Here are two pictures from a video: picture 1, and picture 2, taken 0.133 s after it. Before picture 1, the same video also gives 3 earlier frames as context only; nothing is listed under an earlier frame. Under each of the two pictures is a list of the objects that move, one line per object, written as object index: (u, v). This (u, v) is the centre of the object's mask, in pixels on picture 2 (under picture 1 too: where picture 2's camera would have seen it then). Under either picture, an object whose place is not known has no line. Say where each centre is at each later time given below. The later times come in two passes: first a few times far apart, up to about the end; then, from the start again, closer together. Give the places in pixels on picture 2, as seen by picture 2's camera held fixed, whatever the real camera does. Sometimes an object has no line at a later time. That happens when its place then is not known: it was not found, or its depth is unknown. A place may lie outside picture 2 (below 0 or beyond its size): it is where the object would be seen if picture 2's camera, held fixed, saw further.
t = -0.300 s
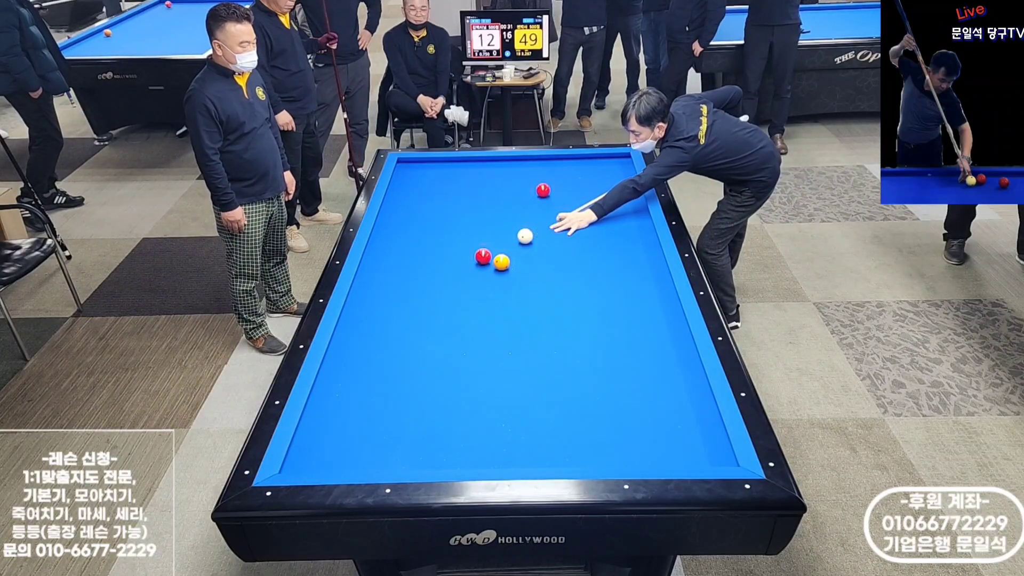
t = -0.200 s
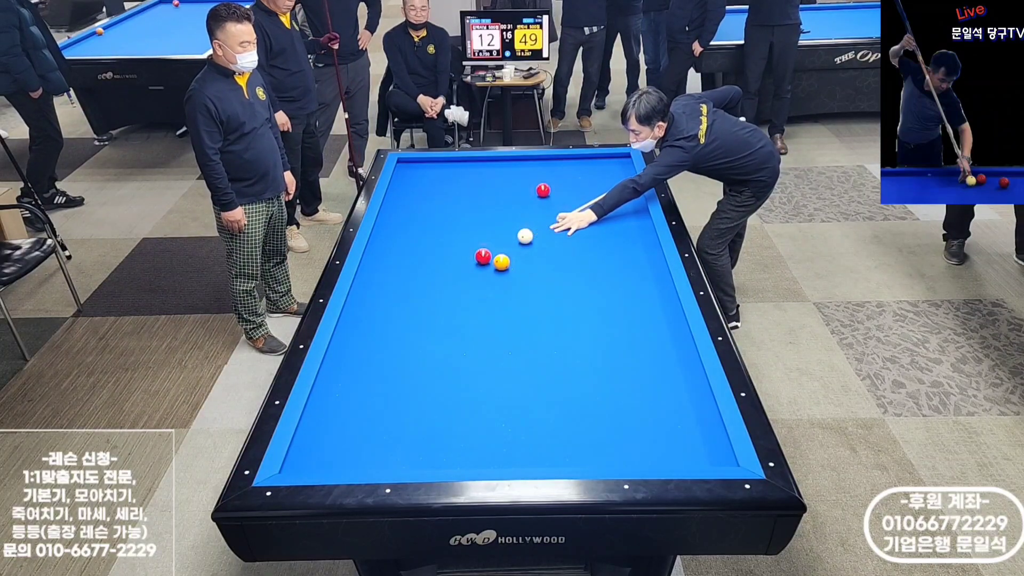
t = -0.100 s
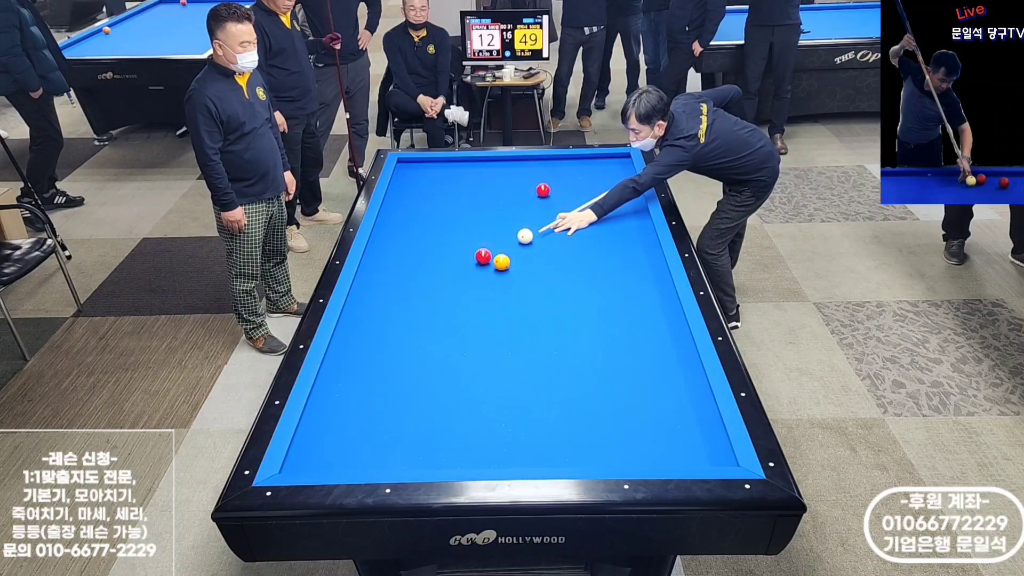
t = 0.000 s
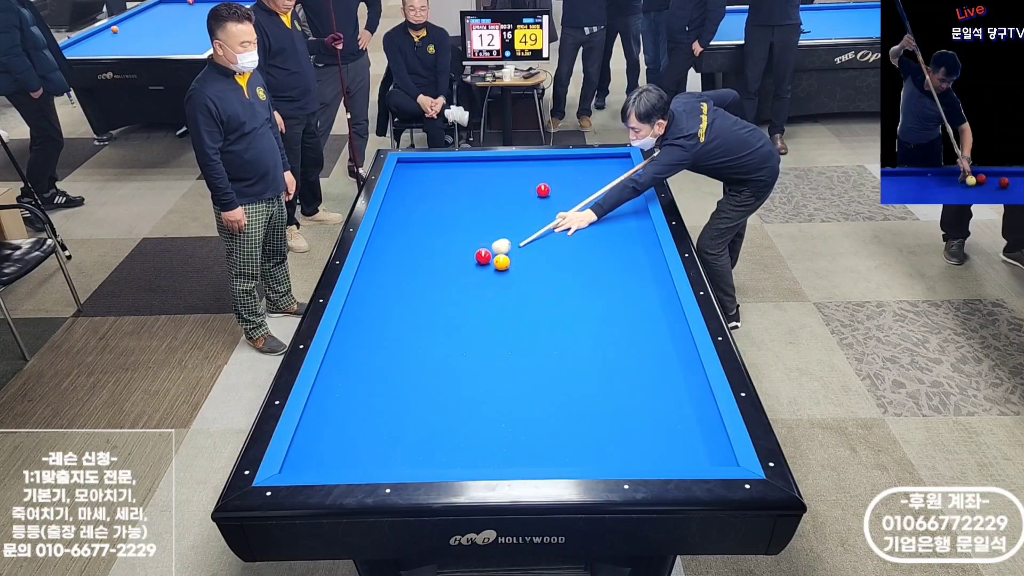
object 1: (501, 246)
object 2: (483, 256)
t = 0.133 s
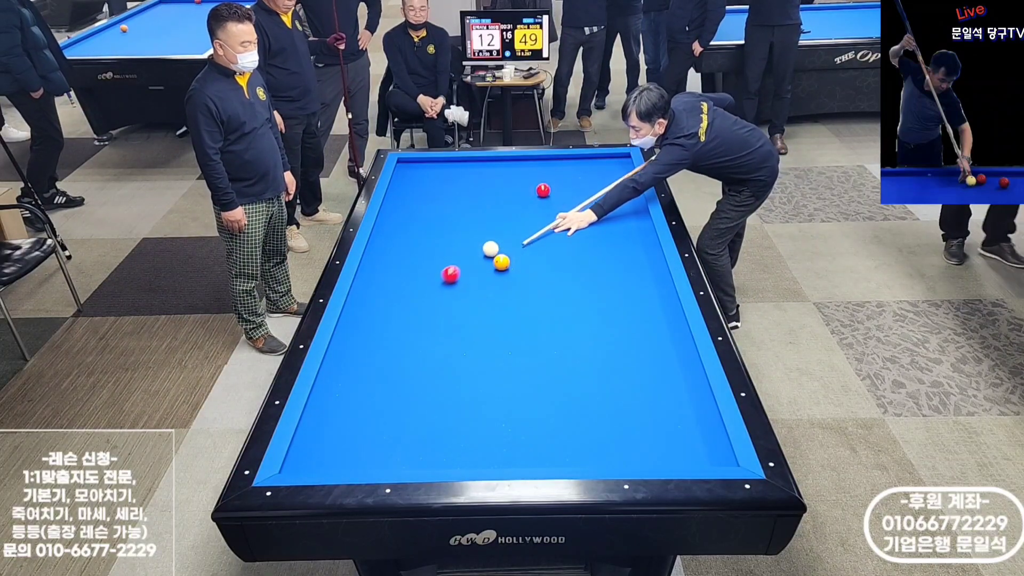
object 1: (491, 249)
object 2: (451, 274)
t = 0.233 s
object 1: (491, 246)
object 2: (421, 291)
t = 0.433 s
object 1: (499, 239)
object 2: (365, 322)
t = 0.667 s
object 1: (508, 231)
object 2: (362, 356)
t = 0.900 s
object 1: (517, 224)
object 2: (384, 391)
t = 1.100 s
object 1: (524, 218)
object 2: (403, 424)
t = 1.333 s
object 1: (532, 212)
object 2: (431, 460)
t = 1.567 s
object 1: (539, 206)
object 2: (467, 432)
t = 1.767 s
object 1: (545, 201)
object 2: (495, 412)
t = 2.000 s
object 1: (552, 195)
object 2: (525, 391)
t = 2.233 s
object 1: (558, 190)
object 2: (553, 372)
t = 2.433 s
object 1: (564, 187)
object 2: (574, 356)
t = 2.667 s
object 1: (571, 182)
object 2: (598, 339)
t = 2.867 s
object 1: (576, 179)
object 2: (617, 326)
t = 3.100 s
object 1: (582, 176)
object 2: (637, 312)
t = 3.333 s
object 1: (587, 172)
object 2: (656, 299)
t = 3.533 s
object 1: (592, 169)
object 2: (663, 289)
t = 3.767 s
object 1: (596, 166)
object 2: (648, 280)
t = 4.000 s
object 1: (600, 164)
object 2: (634, 271)
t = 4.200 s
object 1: (604, 161)
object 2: (623, 263)
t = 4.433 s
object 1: (608, 159)
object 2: (610, 256)
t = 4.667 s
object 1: (611, 157)
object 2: (599, 248)
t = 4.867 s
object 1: (614, 156)
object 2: (590, 243)
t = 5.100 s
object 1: (616, 157)
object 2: (579, 236)
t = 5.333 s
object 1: (619, 157)
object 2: (569, 231)
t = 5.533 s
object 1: (621, 158)
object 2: (562, 226)
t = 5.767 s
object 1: (623, 159)
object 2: (553, 221)
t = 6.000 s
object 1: (624, 159)
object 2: (545, 216)
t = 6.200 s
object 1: (625, 159)
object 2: (539, 212)
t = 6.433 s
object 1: (625, 159)
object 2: (531, 208)
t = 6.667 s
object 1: (625, 160)
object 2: (524, 204)
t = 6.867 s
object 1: (625, 160)
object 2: (519, 200)
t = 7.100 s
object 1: (625, 160)
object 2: (512, 197)
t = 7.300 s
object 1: (625, 160)
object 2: (507, 194)
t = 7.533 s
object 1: (625, 160)
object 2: (502, 191)
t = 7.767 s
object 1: (625, 160)
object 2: (497, 188)
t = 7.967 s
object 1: (625, 160)
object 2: (493, 186)
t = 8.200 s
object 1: (625, 160)
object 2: (488, 183)
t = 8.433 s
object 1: (625, 160)
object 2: (484, 181)
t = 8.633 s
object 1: (625, 160)
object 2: (480, 179)
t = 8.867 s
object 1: (625, 160)
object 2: (476, 177)
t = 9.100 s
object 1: (625, 160)
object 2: (473, 176)
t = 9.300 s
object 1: (625, 160)
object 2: (470, 174)
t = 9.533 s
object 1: (625, 160)
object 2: (467, 173)
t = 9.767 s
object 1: (625, 160)
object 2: (465, 172)
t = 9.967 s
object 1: (625, 160)
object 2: (462, 171)
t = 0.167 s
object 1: (490, 248)
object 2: (441, 280)
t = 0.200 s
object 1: (491, 247)
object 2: (431, 285)
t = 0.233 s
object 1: (491, 246)
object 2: (421, 291)
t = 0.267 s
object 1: (492, 245)
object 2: (412, 296)
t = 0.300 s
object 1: (493, 244)
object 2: (402, 301)
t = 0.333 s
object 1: (495, 243)
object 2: (393, 306)
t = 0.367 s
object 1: (496, 242)
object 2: (383, 312)
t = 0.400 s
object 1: (498, 240)
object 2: (374, 317)
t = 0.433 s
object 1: (499, 239)
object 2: (365, 322)
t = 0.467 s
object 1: (500, 238)
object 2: (355, 327)
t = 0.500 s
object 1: (502, 237)
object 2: (345, 333)
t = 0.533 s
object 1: (503, 236)
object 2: (343, 338)
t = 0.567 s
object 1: (504, 235)
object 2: (349, 342)
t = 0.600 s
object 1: (506, 234)
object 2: (353, 347)
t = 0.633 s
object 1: (507, 232)
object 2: (358, 351)
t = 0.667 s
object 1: (508, 231)
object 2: (362, 356)
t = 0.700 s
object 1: (510, 230)
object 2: (365, 360)
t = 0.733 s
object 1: (511, 229)
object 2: (368, 365)
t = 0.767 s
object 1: (512, 228)
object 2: (371, 370)
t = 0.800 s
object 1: (513, 227)
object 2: (374, 375)
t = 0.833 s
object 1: (515, 226)
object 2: (377, 380)
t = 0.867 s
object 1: (516, 225)
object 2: (380, 385)
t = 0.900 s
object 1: (517, 224)
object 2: (384, 391)
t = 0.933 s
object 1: (518, 223)
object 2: (387, 396)
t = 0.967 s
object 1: (520, 222)
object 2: (390, 401)
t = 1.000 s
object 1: (521, 221)
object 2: (393, 407)
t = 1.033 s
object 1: (522, 220)
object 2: (396, 412)
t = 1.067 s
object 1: (523, 219)
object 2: (400, 418)
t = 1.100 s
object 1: (524, 218)
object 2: (403, 424)
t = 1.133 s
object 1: (525, 217)
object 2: (407, 430)
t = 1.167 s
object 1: (526, 216)
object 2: (410, 436)
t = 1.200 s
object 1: (528, 215)
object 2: (414, 442)
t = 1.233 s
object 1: (529, 214)
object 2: (418, 448)
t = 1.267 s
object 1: (530, 213)
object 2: (422, 455)
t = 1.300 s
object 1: (531, 212)
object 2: (425, 460)
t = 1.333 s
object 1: (532, 212)
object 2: (431, 460)
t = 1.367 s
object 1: (533, 211)
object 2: (436, 457)
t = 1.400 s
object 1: (534, 210)
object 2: (442, 452)
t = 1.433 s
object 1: (535, 209)
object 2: (447, 447)
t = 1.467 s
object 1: (536, 208)
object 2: (452, 443)
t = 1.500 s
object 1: (537, 207)
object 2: (457, 440)
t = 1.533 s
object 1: (538, 206)
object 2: (462, 436)
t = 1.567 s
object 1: (539, 206)
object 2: (467, 432)
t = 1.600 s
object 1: (540, 205)
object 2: (472, 429)
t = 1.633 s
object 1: (541, 204)
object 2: (477, 426)
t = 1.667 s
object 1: (542, 203)
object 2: (482, 422)
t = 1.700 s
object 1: (543, 202)
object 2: (486, 419)
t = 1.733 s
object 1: (544, 201)
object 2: (491, 415)
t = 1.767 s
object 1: (545, 201)
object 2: (495, 412)
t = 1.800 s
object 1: (546, 200)
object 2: (500, 409)
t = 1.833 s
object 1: (547, 199)
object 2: (504, 406)
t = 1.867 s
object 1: (548, 198)
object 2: (508, 403)
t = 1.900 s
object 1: (549, 197)
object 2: (513, 400)
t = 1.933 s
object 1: (550, 197)
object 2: (517, 397)
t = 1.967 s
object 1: (551, 196)
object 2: (521, 394)
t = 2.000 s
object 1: (552, 195)
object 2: (525, 391)
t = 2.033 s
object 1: (553, 195)
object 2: (530, 388)
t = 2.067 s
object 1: (553, 194)
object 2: (533, 385)
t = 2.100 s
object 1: (554, 193)
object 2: (537, 382)
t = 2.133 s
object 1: (555, 192)
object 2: (541, 379)
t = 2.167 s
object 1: (556, 192)
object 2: (545, 377)
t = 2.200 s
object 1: (557, 191)
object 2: (549, 374)
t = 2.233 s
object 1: (558, 190)
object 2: (553, 372)
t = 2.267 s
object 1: (559, 190)
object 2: (557, 369)
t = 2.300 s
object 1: (560, 189)
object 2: (560, 366)
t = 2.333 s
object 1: (561, 188)
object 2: (564, 364)
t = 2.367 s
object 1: (562, 188)
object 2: (567, 361)
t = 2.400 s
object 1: (563, 187)
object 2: (571, 358)
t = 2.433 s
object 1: (564, 187)
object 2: (574, 356)
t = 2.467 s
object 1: (565, 186)
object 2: (578, 354)
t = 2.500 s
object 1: (566, 185)
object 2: (581, 351)
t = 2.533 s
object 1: (567, 185)
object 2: (585, 349)
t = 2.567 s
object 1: (568, 184)
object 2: (588, 347)
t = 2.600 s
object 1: (569, 184)
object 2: (591, 344)
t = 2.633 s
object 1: (570, 183)
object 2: (595, 342)
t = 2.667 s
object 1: (571, 182)
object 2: (598, 339)
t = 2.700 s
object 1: (572, 182)
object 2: (601, 337)
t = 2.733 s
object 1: (573, 181)
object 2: (604, 335)
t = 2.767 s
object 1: (574, 181)
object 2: (607, 333)
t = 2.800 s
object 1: (574, 180)
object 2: (610, 331)
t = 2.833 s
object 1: (575, 180)
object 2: (614, 329)
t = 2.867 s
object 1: (576, 179)
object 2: (617, 326)
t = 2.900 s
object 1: (577, 179)
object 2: (620, 324)
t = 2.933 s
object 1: (578, 178)
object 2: (623, 322)
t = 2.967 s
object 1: (579, 178)
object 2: (626, 320)
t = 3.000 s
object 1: (580, 177)
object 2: (629, 318)
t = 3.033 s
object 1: (580, 177)
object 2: (631, 316)
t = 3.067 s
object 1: (581, 176)
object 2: (634, 314)
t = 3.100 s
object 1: (582, 176)
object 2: (637, 312)
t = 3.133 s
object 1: (583, 175)
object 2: (640, 310)
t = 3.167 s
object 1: (584, 175)
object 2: (643, 308)
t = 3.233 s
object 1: (585, 174)
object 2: (648, 305)
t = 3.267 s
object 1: (586, 173)
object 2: (651, 303)
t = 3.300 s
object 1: (587, 173)
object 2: (654, 301)
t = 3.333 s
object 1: (587, 172)
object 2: (656, 299)
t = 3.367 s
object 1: (588, 172)
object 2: (659, 297)
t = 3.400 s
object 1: (589, 171)
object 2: (662, 296)
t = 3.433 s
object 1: (589, 171)
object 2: (664, 294)
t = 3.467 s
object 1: (590, 170)
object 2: (667, 292)
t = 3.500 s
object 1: (591, 170)
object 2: (666, 291)
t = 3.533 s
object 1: (592, 169)
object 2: (663, 289)
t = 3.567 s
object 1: (592, 169)
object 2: (661, 288)
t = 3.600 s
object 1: (593, 169)
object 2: (659, 286)
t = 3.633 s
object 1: (594, 168)
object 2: (657, 285)
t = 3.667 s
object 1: (594, 168)
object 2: (655, 284)
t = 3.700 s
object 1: (595, 167)
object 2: (652, 282)
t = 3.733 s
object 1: (595, 167)
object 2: (650, 281)
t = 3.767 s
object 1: (596, 166)
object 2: (648, 280)
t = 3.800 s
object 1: (597, 166)
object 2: (646, 278)
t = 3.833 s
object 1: (597, 166)
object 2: (644, 277)
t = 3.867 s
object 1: (598, 165)
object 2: (642, 276)
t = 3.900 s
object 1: (599, 165)
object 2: (640, 274)
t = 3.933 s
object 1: (599, 164)
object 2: (638, 273)
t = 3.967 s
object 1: (600, 164)
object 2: (636, 272)
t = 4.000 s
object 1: (600, 164)
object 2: (634, 271)
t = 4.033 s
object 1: (601, 163)
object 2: (632, 269)
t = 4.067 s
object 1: (601, 163)
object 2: (630, 268)
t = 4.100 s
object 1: (602, 163)
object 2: (628, 267)
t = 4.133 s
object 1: (603, 162)
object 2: (626, 266)
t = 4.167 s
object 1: (603, 162)
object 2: (625, 265)
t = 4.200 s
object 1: (604, 161)
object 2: (623, 263)
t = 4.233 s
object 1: (604, 161)
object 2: (621, 262)
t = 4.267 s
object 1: (605, 161)
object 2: (619, 261)
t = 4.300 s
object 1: (605, 160)
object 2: (617, 260)
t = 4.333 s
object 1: (606, 160)
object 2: (616, 259)
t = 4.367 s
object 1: (607, 160)
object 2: (614, 258)
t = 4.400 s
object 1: (607, 159)
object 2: (612, 257)
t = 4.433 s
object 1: (608, 159)
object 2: (610, 256)
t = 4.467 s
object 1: (608, 159)
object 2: (609, 255)
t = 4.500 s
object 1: (609, 158)
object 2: (607, 254)
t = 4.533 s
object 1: (609, 158)
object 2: (605, 253)
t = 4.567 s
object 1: (609, 158)
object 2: (604, 252)
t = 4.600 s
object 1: (610, 158)
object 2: (602, 250)
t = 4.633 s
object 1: (610, 157)
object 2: (600, 250)
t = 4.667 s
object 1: (611, 157)
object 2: (599, 248)
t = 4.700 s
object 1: (611, 157)
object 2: (597, 248)
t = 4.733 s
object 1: (612, 156)
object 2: (596, 247)
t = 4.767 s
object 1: (612, 156)
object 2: (594, 246)
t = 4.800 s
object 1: (613, 156)
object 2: (593, 245)
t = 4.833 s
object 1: (613, 156)
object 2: (591, 244)
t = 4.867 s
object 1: (614, 156)
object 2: (590, 243)
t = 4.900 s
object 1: (614, 156)
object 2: (588, 242)
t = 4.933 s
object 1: (615, 156)
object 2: (586, 241)
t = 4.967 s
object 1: (615, 156)
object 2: (585, 240)
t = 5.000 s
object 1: (615, 156)
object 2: (584, 239)
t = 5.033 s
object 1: (616, 156)
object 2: (582, 238)
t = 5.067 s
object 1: (616, 157)
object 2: (580, 237)
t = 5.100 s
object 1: (616, 157)
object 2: (579, 236)
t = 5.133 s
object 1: (617, 157)
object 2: (578, 236)
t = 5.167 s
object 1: (617, 157)
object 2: (577, 235)
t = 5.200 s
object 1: (617, 157)
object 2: (575, 234)
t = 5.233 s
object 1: (618, 157)
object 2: (574, 233)
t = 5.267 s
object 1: (618, 157)
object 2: (572, 232)
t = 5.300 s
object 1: (619, 157)
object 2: (571, 231)
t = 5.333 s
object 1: (619, 157)
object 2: (569, 231)
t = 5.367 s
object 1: (619, 158)
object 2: (568, 230)
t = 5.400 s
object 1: (620, 158)
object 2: (567, 229)
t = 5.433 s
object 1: (620, 158)
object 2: (566, 228)
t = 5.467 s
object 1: (620, 158)
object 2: (564, 227)
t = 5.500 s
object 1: (620, 158)
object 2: (563, 226)
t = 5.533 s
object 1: (621, 158)
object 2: (562, 226)
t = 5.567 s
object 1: (621, 158)
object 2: (560, 225)
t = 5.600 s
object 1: (621, 158)
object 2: (559, 224)
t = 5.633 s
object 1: (622, 158)
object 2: (558, 224)
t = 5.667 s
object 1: (622, 158)
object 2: (557, 223)
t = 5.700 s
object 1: (622, 158)
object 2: (556, 222)
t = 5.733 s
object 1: (622, 158)
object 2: (554, 221)
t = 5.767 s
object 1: (623, 159)
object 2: (553, 221)
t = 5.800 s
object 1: (623, 159)
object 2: (552, 220)
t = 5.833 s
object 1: (623, 159)
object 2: (551, 219)
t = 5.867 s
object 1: (623, 159)
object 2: (550, 218)
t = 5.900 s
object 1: (624, 159)
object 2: (548, 218)
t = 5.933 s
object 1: (624, 159)
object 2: (547, 217)
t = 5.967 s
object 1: (624, 159)
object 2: (546, 216)
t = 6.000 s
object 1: (624, 159)
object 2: (545, 216)
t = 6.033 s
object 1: (624, 159)
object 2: (544, 215)
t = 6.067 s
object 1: (624, 159)
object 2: (543, 214)
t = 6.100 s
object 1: (625, 159)
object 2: (542, 214)
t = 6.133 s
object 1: (625, 159)
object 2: (541, 213)
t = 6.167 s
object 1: (625, 159)
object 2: (540, 212)
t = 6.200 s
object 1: (625, 159)
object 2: (539, 212)
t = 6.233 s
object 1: (625, 159)
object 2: (538, 211)
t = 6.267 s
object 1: (625, 159)
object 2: (536, 211)
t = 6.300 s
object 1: (625, 159)
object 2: (535, 210)
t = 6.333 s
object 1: (625, 159)
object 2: (534, 209)
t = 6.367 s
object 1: (625, 159)
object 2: (533, 209)
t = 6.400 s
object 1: (625, 159)
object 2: (532, 208)
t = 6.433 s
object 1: (625, 159)
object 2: (531, 208)
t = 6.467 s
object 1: (625, 159)
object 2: (530, 207)
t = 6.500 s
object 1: (625, 159)
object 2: (529, 206)
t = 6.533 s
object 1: (625, 160)
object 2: (528, 206)
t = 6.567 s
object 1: (625, 160)
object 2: (527, 205)
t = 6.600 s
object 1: (625, 160)
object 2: (526, 205)
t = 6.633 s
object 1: (625, 160)
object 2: (525, 204)
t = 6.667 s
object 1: (625, 160)
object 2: (524, 204)
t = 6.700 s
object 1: (625, 159)
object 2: (523, 203)
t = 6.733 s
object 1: (625, 159)
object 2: (522, 202)
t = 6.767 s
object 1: (625, 159)
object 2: (521, 202)
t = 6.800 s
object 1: (625, 159)
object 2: (520, 201)
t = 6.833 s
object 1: (625, 160)
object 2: (519, 201)
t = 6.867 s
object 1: (625, 160)
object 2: (519, 200)
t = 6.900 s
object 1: (625, 160)
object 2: (518, 200)
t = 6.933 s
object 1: (625, 160)
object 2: (517, 199)
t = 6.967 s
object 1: (625, 160)
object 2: (516, 199)
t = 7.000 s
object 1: (625, 160)
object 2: (515, 198)
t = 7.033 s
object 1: (625, 159)
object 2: (514, 198)
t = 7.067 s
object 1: (625, 159)
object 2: (513, 197)
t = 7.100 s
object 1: (625, 160)
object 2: (512, 197)
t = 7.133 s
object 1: (625, 160)
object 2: (512, 196)
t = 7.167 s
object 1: (625, 160)
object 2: (511, 196)
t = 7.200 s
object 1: (625, 159)
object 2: (510, 195)
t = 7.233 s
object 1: (625, 160)
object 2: (509, 195)
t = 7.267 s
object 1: (625, 160)
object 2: (508, 194)
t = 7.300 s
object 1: (625, 160)
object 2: (507, 194)
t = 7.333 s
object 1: (625, 159)
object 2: (507, 194)
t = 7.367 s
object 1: (625, 160)
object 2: (506, 193)
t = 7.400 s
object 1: (625, 160)
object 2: (505, 193)
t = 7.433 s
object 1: (625, 160)
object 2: (504, 192)
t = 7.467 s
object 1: (625, 159)
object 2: (503, 192)
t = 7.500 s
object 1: (625, 160)
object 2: (503, 191)
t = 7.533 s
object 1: (625, 160)
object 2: (502, 191)
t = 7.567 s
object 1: (625, 160)
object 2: (501, 191)
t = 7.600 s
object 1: (625, 160)
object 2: (500, 190)
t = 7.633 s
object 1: (625, 160)
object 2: (499, 190)
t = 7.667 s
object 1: (625, 160)
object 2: (499, 189)
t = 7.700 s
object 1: (625, 160)
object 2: (498, 189)
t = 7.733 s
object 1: (625, 160)
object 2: (497, 189)
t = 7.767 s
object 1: (625, 160)
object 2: (497, 188)
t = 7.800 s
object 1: (625, 159)
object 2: (496, 188)
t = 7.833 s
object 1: (625, 160)
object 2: (495, 187)
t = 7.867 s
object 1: (625, 160)
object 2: (494, 187)
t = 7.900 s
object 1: (625, 160)
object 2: (494, 187)
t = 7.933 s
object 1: (625, 160)
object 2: (493, 186)
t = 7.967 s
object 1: (625, 160)
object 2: (493, 186)
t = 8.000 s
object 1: (625, 160)
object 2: (492, 185)
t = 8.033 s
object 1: (625, 160)
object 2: (491, 185)
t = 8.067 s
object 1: (625, 160)
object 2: (491, 185)
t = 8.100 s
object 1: (625, 159)
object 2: (490, 184)
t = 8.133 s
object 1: (625, 159)
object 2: (489, 184)
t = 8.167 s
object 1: (625, 160)
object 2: (489, 184)
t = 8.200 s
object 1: (625, 160)
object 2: (488, 183)
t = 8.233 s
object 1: (625, 160)
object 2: (487, 183)
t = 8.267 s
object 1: (625, 160)
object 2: (487, 183)
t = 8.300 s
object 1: (625, 159)
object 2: (486, 182)
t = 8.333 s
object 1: (625, 160)
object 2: (486, 182)
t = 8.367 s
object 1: (625, 160)
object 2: (485, 182)
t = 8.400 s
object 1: (625, 160)
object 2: (484, 181)
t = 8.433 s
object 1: (625, 160)
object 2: (484, 181)
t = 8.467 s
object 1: (625, 160)
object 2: (483, 181)
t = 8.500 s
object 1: (625, 160)
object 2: (482, 181)
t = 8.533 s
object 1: (625, 160)
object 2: (482, 180)
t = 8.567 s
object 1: (625, 160)
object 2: (481, 180)
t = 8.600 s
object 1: (625, 160)
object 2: (481, 180)
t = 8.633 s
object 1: (625, 160)
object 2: (480, 179)
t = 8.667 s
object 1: (625, 160)
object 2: (480, 179)
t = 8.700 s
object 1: (625, 160)
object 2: (479, 179)
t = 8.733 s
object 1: (625, 160)
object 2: (478, 179)
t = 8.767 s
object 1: (625, 160)
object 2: (478, 178)
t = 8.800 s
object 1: (625, 159)
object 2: (478, 178)
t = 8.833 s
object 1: (625, 160)
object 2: (477, 178)
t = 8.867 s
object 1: (625, 160)
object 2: (476, 177)
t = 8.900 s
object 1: (625, 160)
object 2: (476, 177)
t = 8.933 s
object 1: (625, 160)
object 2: (476, 177)
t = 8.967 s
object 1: (625, 160)
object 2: (475, 177)
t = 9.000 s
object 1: (625, 160)
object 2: (474, 176)
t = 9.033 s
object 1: (625, 160)
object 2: (474, 176)
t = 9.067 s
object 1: (625, 160)
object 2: (473, 176)
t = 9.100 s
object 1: (625, 160)
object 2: (473, 176)
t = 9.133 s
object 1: (625, 160)
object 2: (472, 175)
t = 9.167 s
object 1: (625, 160)
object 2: (472, 175)
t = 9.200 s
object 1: (625, 160)
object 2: (472, 175)
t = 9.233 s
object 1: (625, 160)
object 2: (471, 175)
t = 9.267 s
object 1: (625, 160)
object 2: (471, 175)
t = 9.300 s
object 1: (625, 160)
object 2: (470, 174)
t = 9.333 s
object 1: (625, 160)
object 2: (470, 174)
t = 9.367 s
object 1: (625, 160)
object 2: (469, 174)
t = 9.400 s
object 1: (625, 160)
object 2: (469, 174)
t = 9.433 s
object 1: (625, 160)
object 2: (469, 174)
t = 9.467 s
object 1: (625, 160)
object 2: (468, 173)
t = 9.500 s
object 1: (625, 160)
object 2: (468, 173)
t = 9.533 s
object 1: (625, 160)
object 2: (467, 173)
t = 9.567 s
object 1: (625, 160)
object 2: (467, 173)
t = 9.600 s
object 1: (625, 160)
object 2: (467, 173)
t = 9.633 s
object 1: (625, 160)
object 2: (466, 172)
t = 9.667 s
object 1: (625, 160)
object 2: (466, 172)
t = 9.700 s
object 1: (625, 160)
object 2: (465, 172)
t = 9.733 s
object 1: (625, 160)
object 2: (465, 172)
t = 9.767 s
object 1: (625, 160)
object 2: (465, 172)
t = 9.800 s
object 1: (625, 160)
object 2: (464, 171)
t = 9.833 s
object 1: (625, 160)
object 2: (464, 171)
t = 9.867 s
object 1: (625, 160)
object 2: (463, 171)
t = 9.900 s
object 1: (625, 160)
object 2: (463, 171)
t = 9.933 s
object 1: (625, 160)
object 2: (463, 171)
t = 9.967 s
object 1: (625, 160)
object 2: (462, 171)
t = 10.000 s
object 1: (625, 160)
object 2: (462, 171)
